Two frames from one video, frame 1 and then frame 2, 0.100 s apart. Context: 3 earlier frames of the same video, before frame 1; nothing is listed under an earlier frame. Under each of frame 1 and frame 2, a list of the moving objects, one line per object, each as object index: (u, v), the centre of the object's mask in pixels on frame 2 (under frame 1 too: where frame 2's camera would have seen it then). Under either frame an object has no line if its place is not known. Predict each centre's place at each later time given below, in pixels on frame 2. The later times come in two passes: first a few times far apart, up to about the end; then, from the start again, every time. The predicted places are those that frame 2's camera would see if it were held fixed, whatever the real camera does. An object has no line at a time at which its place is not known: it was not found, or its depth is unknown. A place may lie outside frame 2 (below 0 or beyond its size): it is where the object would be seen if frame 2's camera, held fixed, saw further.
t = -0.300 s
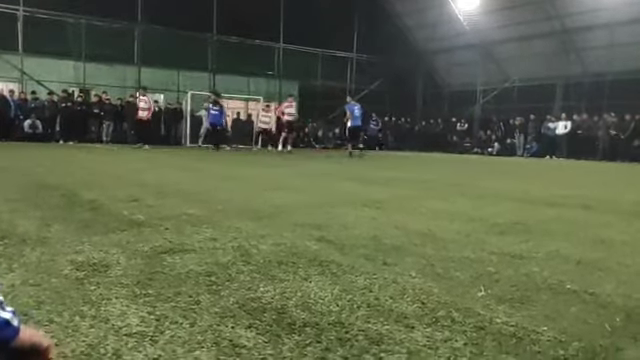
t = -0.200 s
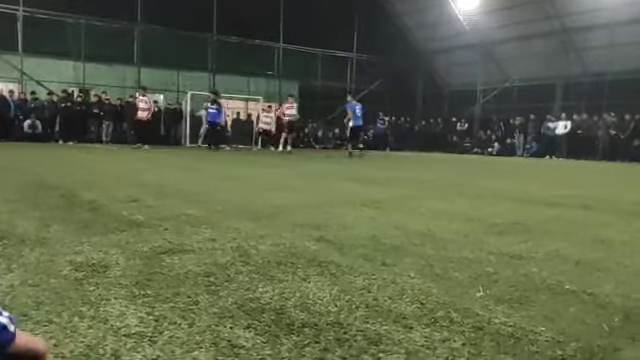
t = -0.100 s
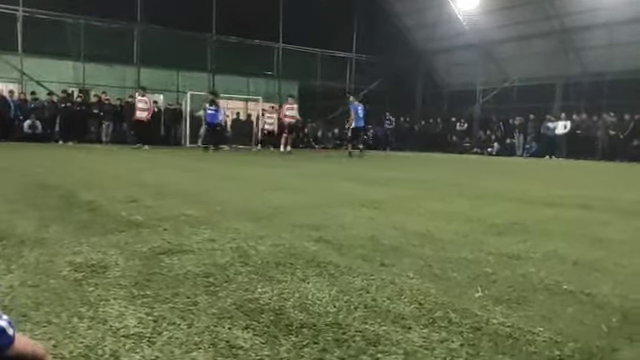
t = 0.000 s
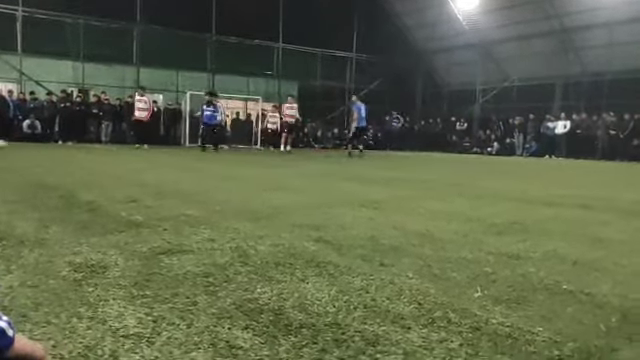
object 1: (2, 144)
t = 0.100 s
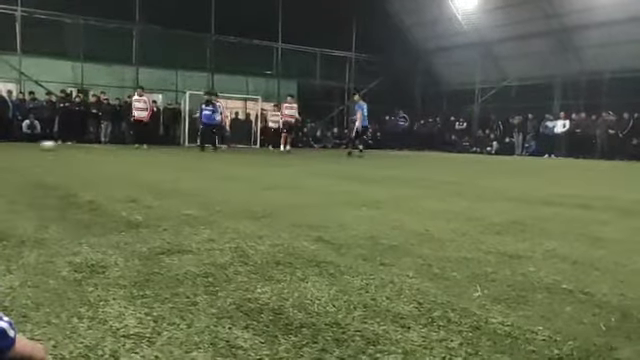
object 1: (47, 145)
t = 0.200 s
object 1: (99, 148)
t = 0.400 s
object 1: (201, 151)
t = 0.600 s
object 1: (303, 158)
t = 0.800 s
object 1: (407, 161)
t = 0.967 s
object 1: (507, 169)
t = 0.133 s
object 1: (65, 146)
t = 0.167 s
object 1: (82, 148)
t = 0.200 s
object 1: (99, 148)
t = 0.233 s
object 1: (116, 147)
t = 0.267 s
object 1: (134, 149)
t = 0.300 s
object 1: (151, 150)
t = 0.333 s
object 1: (169, 153)
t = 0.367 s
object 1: (186, 152)
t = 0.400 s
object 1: (201, 151)
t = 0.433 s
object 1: (218, 150)
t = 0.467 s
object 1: (233, 150)
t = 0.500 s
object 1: (251, 151)
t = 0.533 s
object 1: (267, 152)
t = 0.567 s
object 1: (286, 154)
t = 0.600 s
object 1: (303, 158)
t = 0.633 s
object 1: (319, 159)
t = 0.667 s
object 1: (337, 160)
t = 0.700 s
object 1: (354, 161)
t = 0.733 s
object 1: (371, 162)
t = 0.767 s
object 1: (389, 163)
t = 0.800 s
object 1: (407, 161)
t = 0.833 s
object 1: (428, 161)
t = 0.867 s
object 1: (447, 162)
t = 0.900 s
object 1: (467, 164)
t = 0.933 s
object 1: (486, 167)
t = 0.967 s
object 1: (507, 169)
